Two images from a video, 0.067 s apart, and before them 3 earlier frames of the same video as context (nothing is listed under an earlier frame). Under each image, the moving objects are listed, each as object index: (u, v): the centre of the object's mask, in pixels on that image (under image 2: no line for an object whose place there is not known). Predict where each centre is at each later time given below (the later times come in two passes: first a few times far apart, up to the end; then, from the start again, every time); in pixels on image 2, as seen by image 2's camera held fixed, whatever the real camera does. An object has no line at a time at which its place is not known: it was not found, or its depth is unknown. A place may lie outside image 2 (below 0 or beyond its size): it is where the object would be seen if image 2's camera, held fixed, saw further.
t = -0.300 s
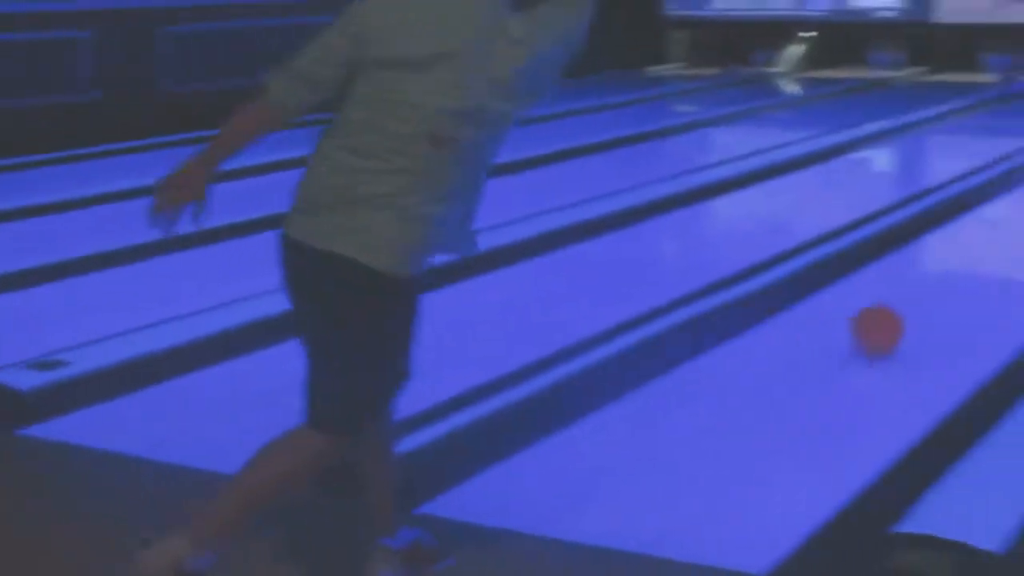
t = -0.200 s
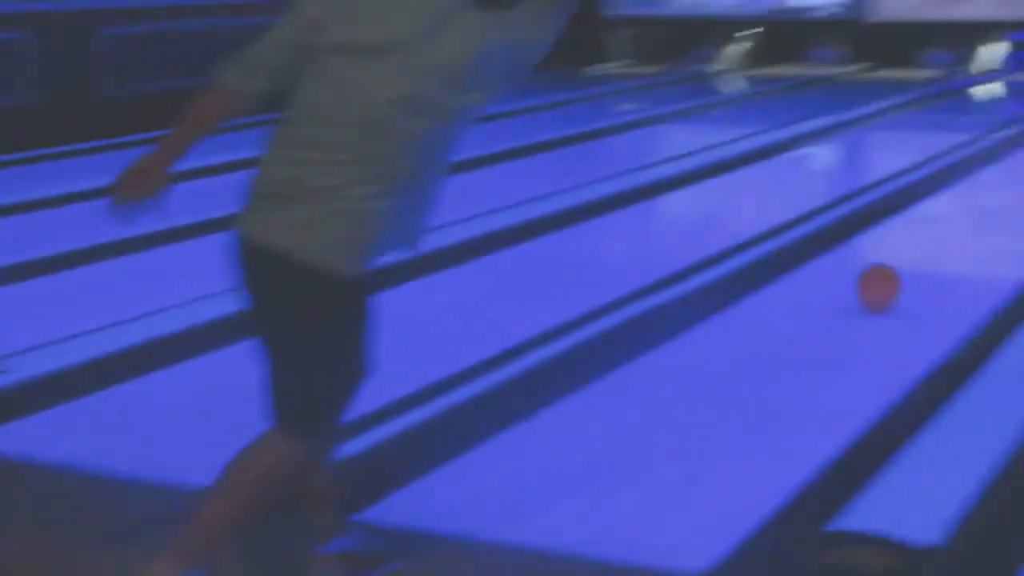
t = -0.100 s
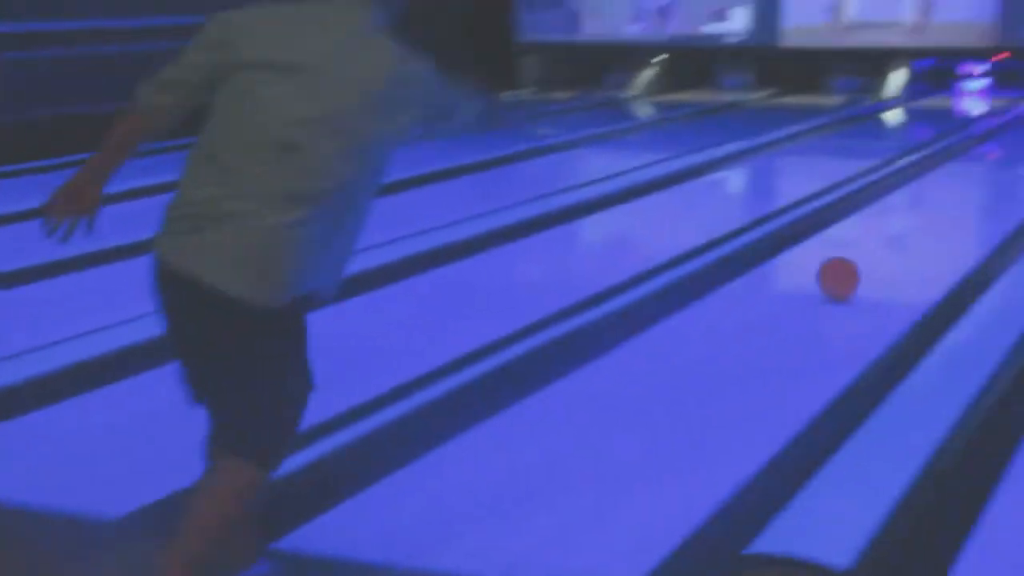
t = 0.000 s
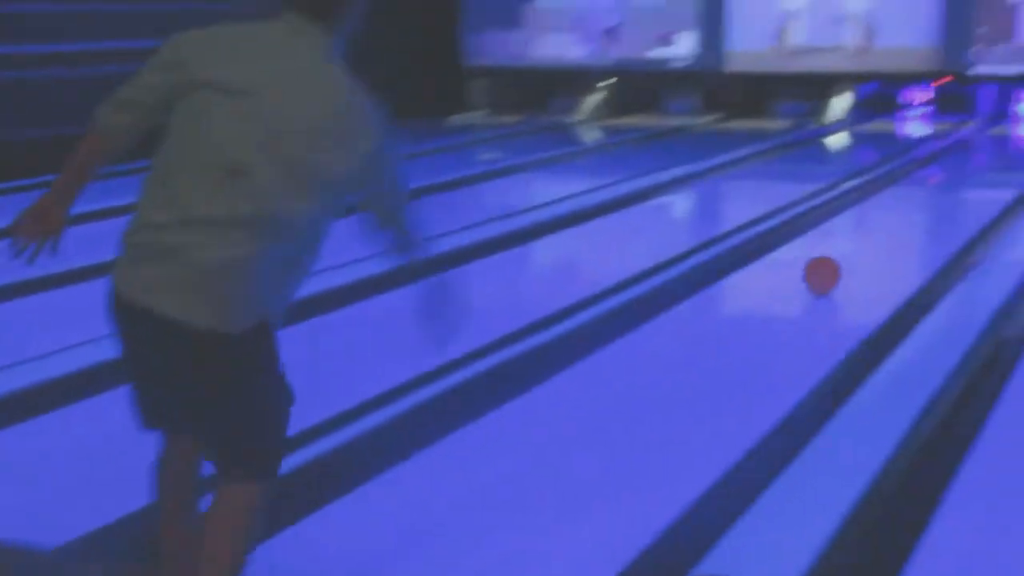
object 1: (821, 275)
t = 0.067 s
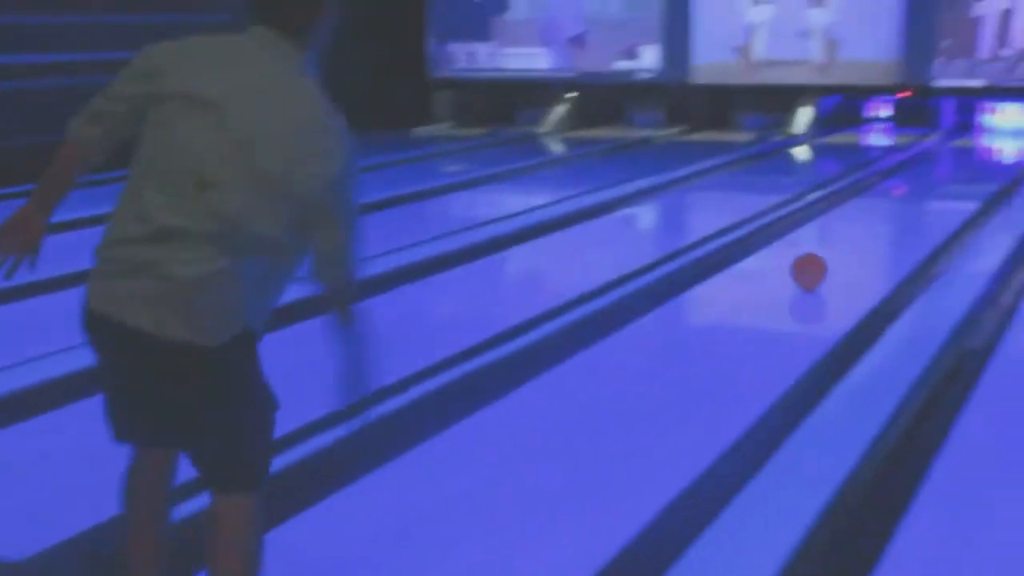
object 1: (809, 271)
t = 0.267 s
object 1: (861, 236)
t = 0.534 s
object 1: (911, 201)
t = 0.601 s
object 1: (921, 194)
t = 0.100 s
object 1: (819, 265)
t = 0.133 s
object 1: (828, 258)
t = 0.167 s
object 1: (837, 252)
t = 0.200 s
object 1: (846, 247)
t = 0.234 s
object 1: (854, 242)
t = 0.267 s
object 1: (861, 236)
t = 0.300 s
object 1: (869, 231)
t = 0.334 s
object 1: (876, 227)
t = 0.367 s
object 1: (883, 222)
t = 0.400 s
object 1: (889, 217)
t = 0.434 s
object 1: (895, 212)
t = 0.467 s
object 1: (901, 206)
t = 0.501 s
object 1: (907, 203)
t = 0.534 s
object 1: (911, 201)
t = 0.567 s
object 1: (916, 198)
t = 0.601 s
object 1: (921, 194)
